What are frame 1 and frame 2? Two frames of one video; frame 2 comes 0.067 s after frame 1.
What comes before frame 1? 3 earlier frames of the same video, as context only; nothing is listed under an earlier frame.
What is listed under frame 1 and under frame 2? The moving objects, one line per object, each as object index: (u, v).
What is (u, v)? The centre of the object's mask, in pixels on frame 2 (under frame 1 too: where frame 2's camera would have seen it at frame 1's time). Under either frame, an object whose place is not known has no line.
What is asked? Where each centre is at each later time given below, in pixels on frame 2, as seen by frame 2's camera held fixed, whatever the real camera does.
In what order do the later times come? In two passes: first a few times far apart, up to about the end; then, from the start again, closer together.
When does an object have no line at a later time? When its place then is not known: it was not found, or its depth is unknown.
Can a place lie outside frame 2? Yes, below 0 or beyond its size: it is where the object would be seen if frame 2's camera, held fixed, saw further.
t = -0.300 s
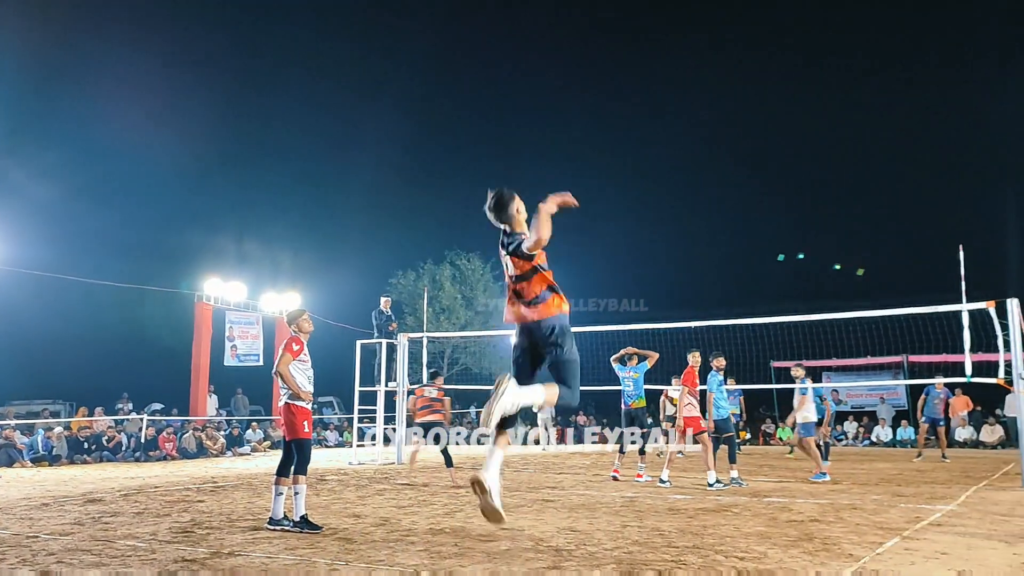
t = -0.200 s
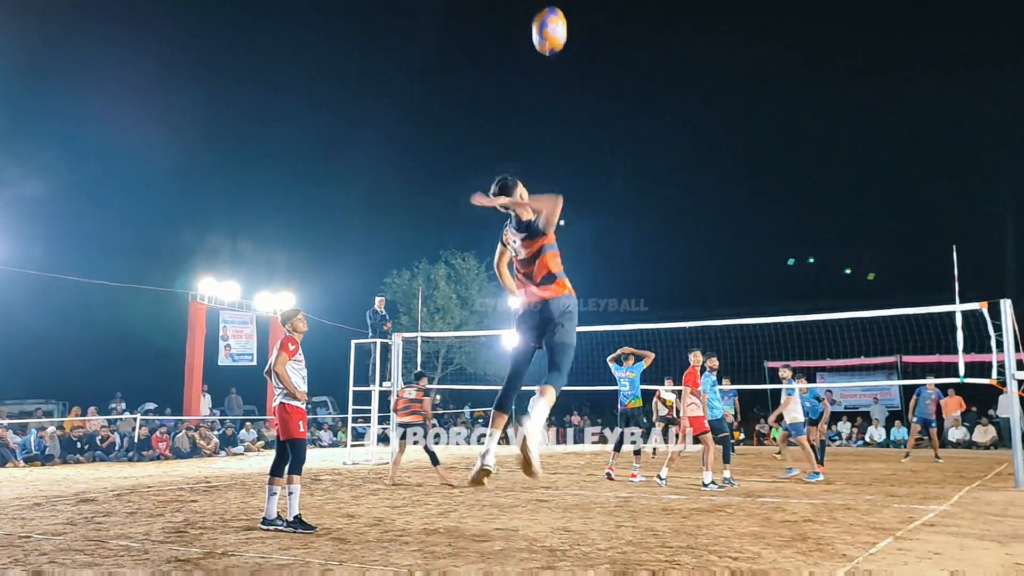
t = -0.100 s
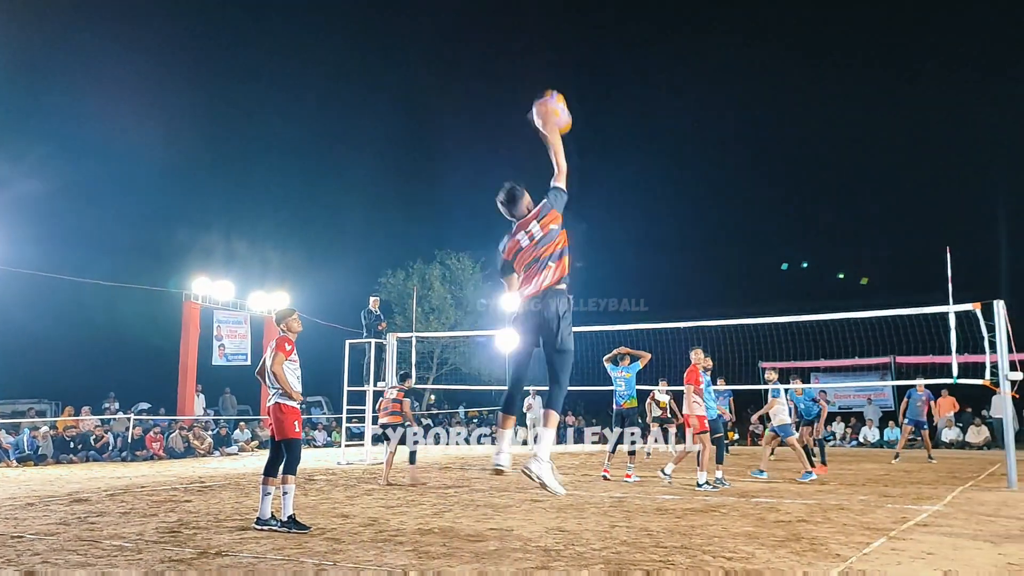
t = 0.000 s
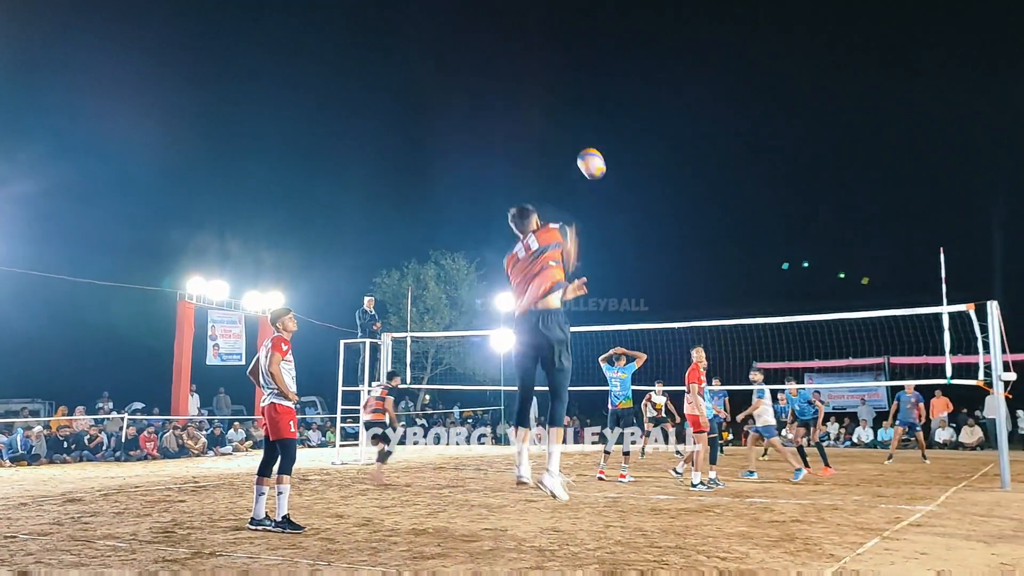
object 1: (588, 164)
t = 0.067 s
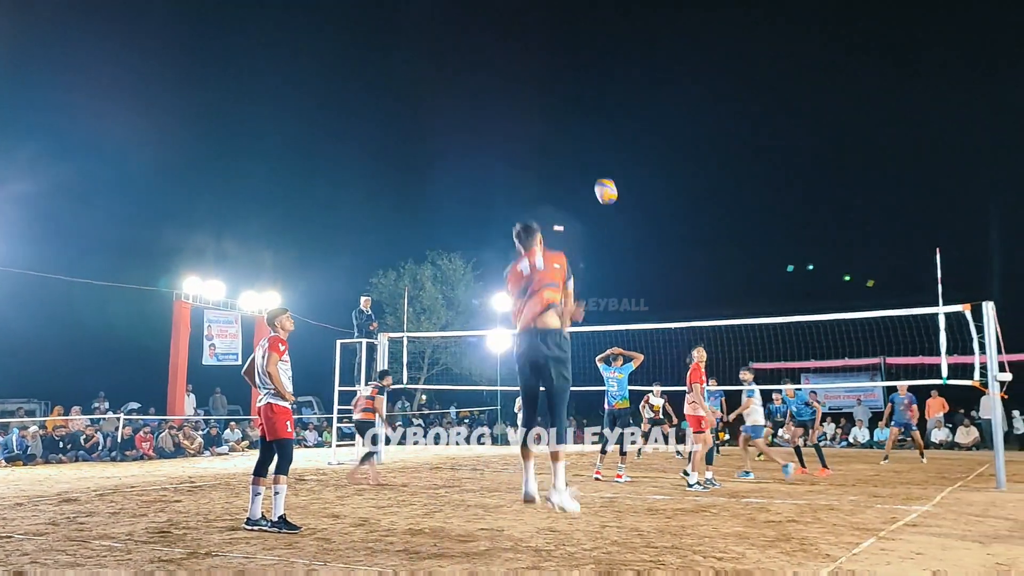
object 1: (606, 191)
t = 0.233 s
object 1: (625, 254)
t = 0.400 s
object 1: (632, 315)
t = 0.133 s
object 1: (616, 217)
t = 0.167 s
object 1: (620, 229)
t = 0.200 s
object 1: (623, 242)
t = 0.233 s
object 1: (625, 254)
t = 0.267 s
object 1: (627, 267)
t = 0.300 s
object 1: (629, 278)
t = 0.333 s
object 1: (630, 291)
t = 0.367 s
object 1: (631, 303)
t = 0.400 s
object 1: (632, 315)
